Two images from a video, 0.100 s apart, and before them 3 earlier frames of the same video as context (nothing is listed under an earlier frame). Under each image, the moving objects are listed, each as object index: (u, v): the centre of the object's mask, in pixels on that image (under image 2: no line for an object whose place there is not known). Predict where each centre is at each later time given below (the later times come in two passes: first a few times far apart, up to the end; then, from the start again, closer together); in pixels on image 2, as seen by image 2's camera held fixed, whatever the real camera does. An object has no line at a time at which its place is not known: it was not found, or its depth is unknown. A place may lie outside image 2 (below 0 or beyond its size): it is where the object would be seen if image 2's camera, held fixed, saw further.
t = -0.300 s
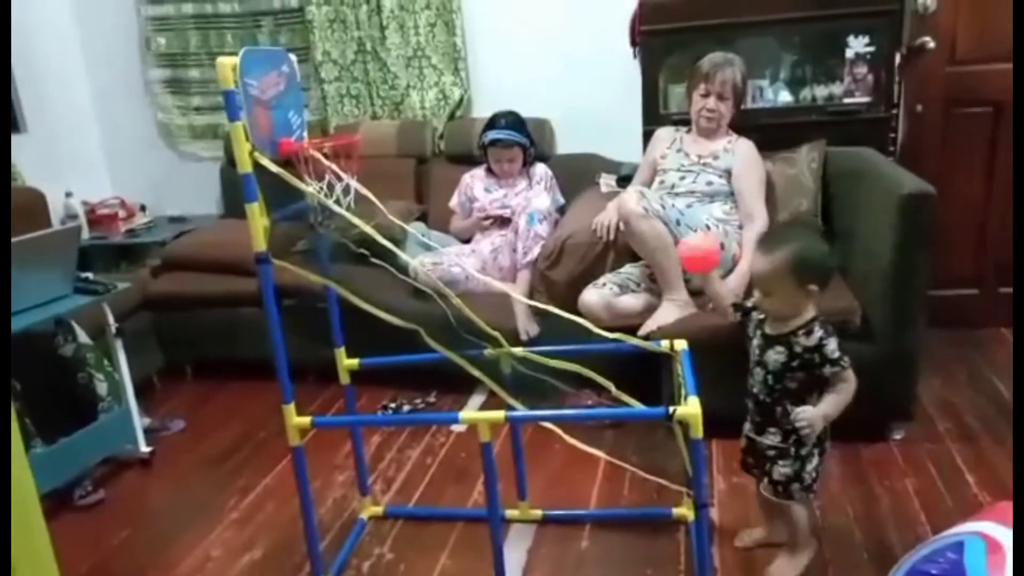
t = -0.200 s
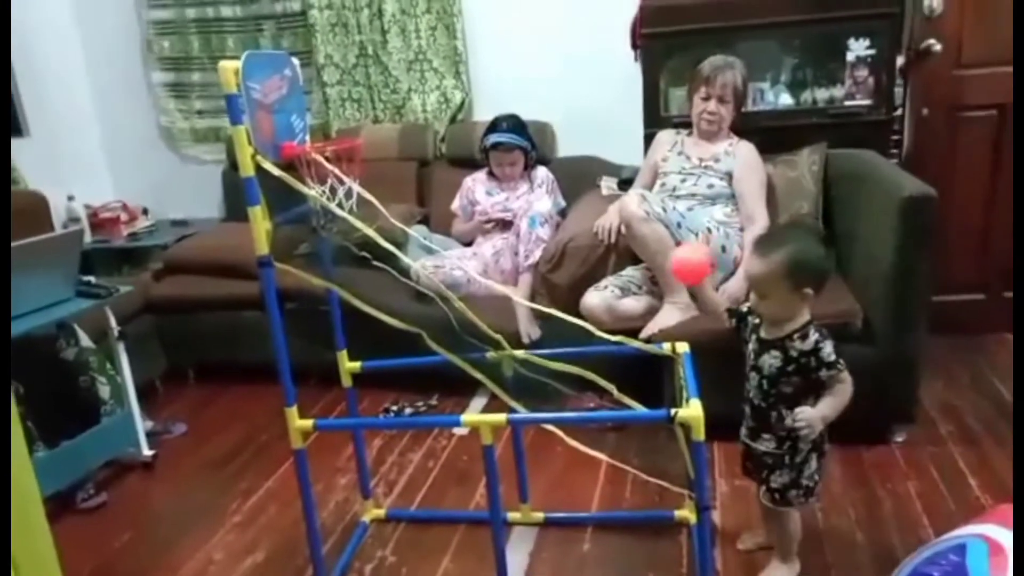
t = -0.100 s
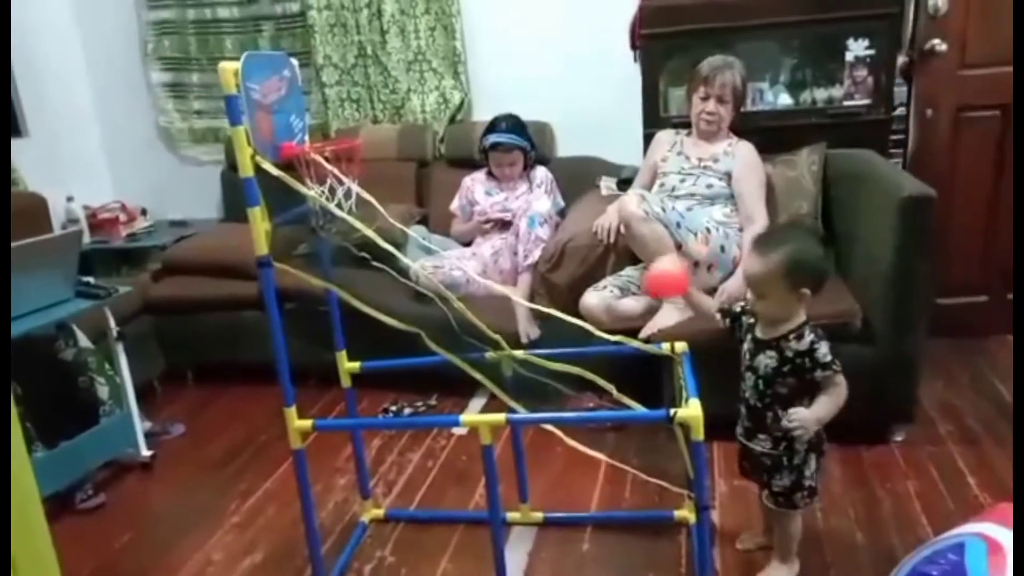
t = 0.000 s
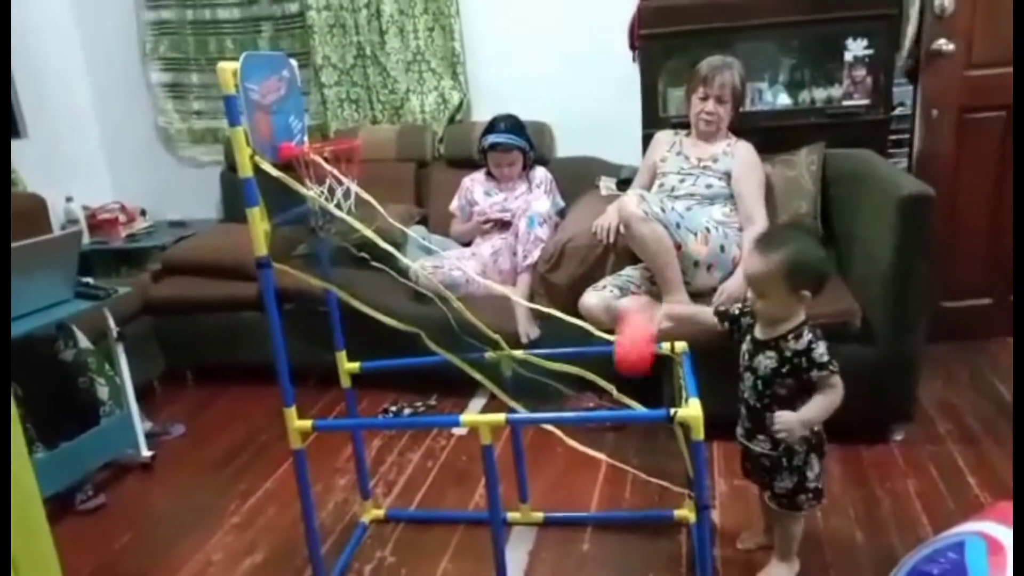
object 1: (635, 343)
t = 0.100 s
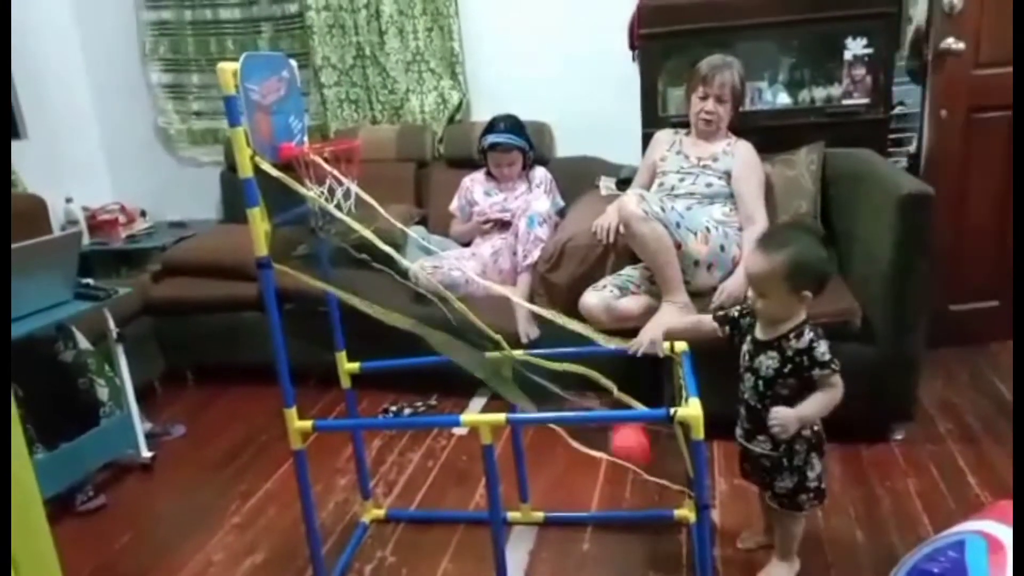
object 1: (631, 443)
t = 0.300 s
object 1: (672, 437)
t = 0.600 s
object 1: (670, 461)
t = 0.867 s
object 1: (667, 458)
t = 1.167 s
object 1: (667, 457)
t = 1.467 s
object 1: (667, 458)
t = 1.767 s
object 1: (668, 457)
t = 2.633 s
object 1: (668, 458)
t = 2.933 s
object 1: (668, 458)
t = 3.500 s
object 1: (667, 458)
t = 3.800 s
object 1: (667, 459)
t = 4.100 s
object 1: (667, 460)
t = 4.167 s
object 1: (668, 459)
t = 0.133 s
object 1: (642, 442)
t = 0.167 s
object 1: (648, 439)
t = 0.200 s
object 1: (656, 436)
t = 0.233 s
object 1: (664, 436)
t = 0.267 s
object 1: (668, 436)
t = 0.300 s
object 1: (672, 437)
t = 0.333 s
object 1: (673, 443)
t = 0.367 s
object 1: (672, 451)
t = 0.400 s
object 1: (668, 461)
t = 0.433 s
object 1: (666, 469)
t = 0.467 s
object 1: (666, 467)
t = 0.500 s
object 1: (666, 462)
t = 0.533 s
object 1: (667, 461)
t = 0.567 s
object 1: (668, 460)
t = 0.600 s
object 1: (670, 461)
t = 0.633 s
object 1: (670, 462)
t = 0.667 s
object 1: (669, 460)
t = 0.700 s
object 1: (669, 458)
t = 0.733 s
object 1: (668, 458)
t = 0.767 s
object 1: (667, 458)
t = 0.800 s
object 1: (667, 458)
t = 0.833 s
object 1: (667, 458)
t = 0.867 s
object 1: (667, 458)
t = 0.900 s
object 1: (667, 458)
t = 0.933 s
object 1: (667, 458)
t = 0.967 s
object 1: (668, 458)
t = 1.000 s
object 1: (667, 458)
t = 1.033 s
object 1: (667, 457)
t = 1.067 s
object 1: (667, 458)
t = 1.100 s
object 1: (667, 457)
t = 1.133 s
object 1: (667, 457)
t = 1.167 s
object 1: (667, 457)
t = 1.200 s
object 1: (667, 457)
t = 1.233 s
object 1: (667, 457)
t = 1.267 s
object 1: (668, 457)
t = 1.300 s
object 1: (668, 457)
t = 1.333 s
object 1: (668, 457)
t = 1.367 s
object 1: (667, 457)
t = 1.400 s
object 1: (666, 457)
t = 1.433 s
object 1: (667, 458)
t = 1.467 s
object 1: (667, 458)
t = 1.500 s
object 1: (667, 457)
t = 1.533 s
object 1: (667, 457)
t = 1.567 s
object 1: (668, 457)
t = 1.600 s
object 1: (668, 457)
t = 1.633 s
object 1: (668, 458)
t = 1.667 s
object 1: (667, 458)
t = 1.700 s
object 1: (667, 458)
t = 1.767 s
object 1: (668, 457)
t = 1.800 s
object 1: (668, 457)
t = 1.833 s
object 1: (668, 457)
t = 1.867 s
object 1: (668, 458)
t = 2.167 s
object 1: (669, 458)
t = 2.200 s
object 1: (669, 458)
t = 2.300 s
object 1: (669, 458)
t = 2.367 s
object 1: (668, 458)
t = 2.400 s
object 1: (668, 458)
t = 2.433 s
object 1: (668, 458)
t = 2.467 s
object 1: (668, 458)
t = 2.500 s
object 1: (669, 458)
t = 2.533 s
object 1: (669, 457)
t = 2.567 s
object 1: (669, 458)
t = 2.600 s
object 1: (668, 458)
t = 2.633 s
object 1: (668, 458)
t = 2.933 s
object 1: (668, 458)
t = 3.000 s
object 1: (668, 458)
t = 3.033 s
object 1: (668, 458)
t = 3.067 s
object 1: (668, 458)
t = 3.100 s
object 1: (668, 458)
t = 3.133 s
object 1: (668, 458)
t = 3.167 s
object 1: (667, 458)
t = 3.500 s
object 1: (667, 458)
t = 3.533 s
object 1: (667, 458)
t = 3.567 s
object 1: (667, 458)
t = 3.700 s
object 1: (667, 458)
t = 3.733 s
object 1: (667, 458)
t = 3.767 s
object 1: (667, 458)
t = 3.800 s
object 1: (667, 459)
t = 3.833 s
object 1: (668, 459)
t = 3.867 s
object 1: (667, 459)
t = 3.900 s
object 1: (667, 459)
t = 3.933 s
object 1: (667, 459)
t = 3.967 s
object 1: (667, 459)
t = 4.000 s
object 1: (667, 459)
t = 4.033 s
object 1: (667, 459)
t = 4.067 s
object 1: (667, 460)
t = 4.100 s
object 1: (667, 460)
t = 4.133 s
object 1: (668, 459)
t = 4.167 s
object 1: (668, 459)
